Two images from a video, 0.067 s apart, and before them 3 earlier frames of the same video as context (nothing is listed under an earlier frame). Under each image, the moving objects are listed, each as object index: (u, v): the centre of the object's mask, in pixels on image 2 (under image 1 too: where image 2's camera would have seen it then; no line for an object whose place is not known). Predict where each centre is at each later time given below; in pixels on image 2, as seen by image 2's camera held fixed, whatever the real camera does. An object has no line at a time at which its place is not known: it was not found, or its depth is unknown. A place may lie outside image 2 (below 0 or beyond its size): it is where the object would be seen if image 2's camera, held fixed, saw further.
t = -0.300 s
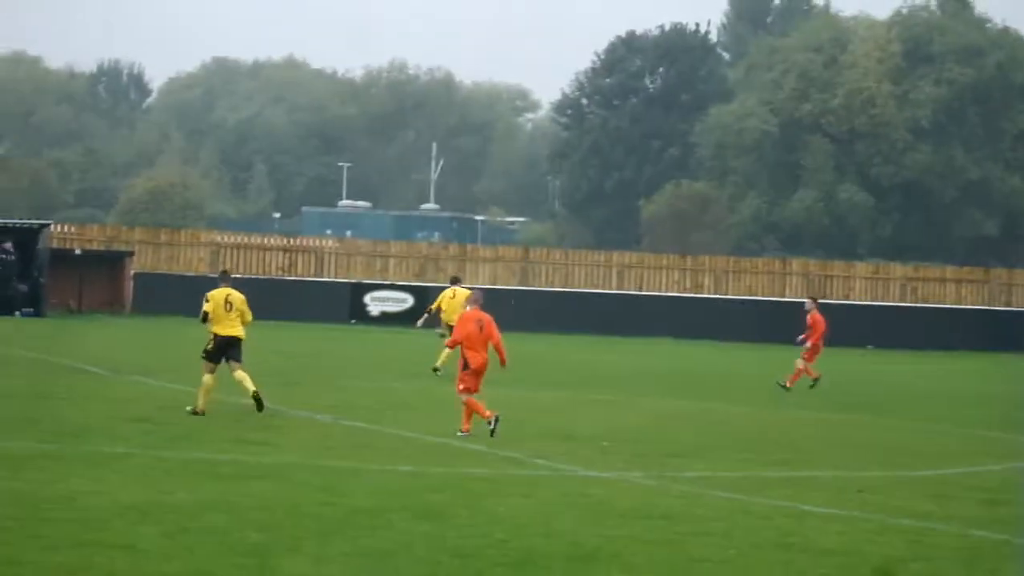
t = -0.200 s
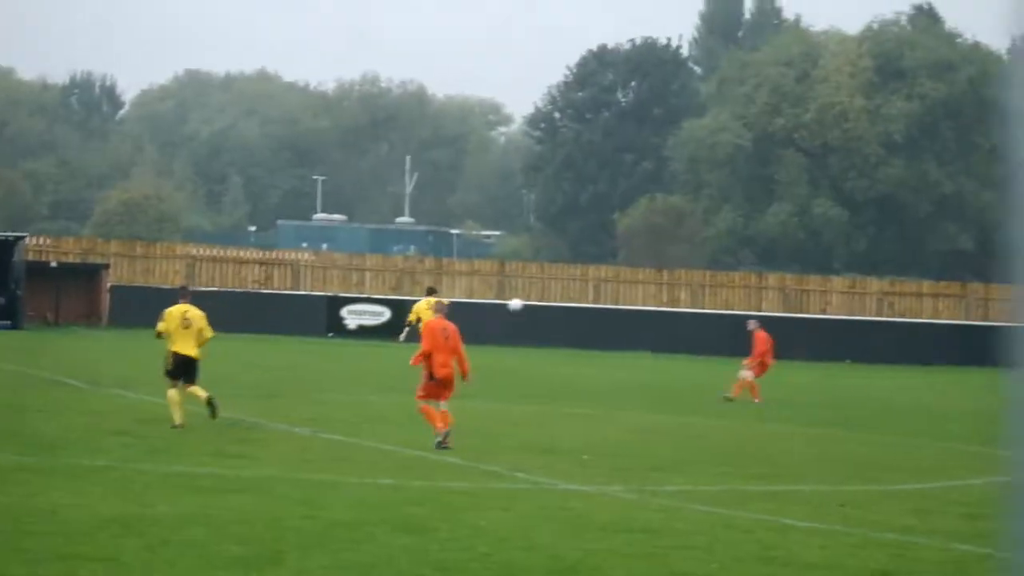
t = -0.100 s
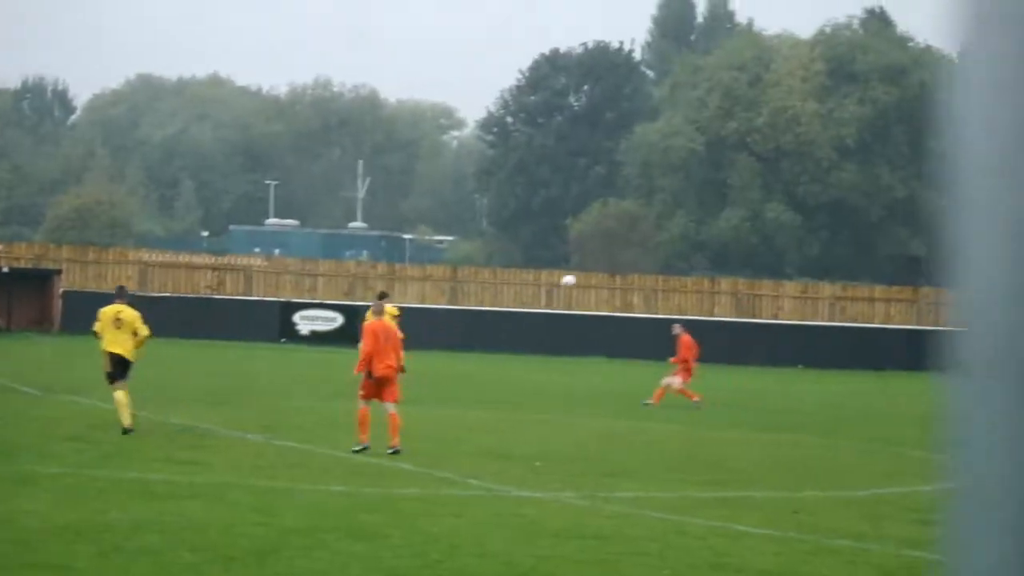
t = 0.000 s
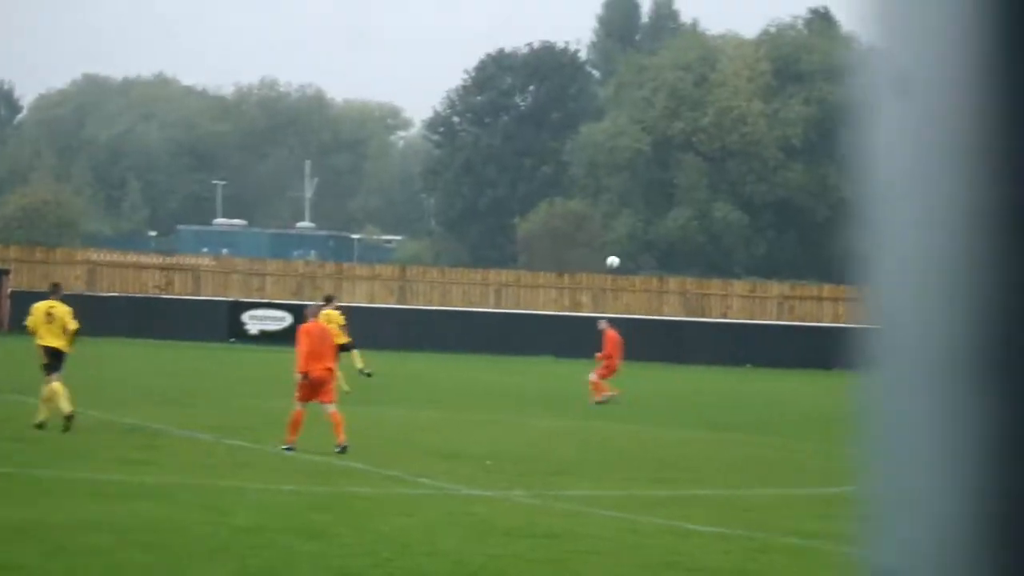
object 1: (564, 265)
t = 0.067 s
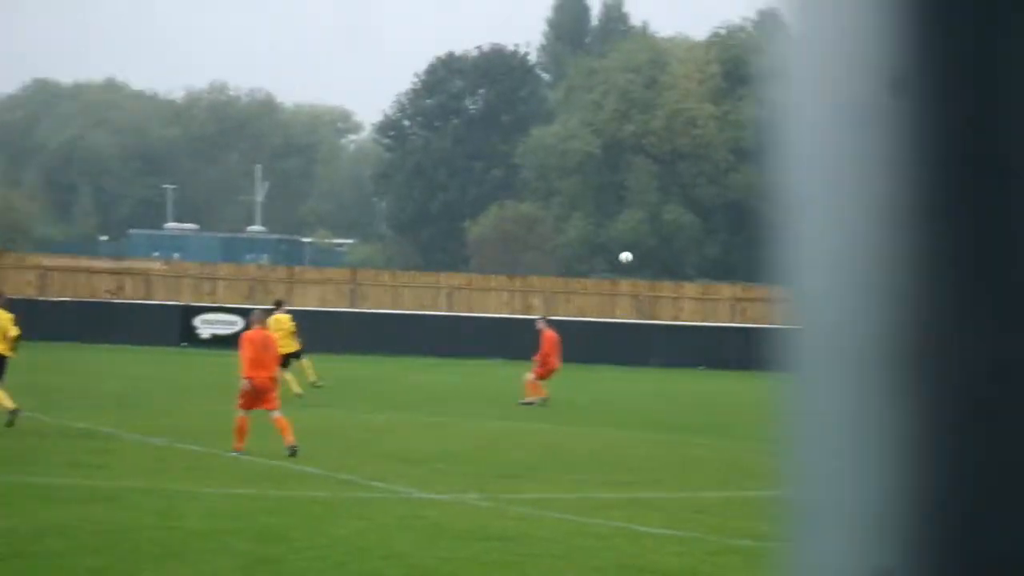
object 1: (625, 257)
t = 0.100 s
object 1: (656, 254)
